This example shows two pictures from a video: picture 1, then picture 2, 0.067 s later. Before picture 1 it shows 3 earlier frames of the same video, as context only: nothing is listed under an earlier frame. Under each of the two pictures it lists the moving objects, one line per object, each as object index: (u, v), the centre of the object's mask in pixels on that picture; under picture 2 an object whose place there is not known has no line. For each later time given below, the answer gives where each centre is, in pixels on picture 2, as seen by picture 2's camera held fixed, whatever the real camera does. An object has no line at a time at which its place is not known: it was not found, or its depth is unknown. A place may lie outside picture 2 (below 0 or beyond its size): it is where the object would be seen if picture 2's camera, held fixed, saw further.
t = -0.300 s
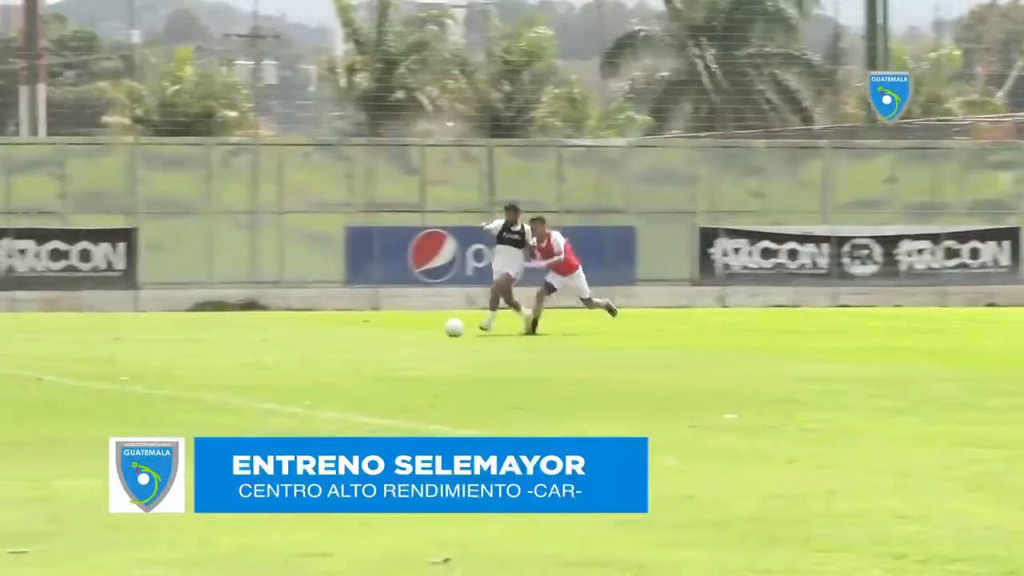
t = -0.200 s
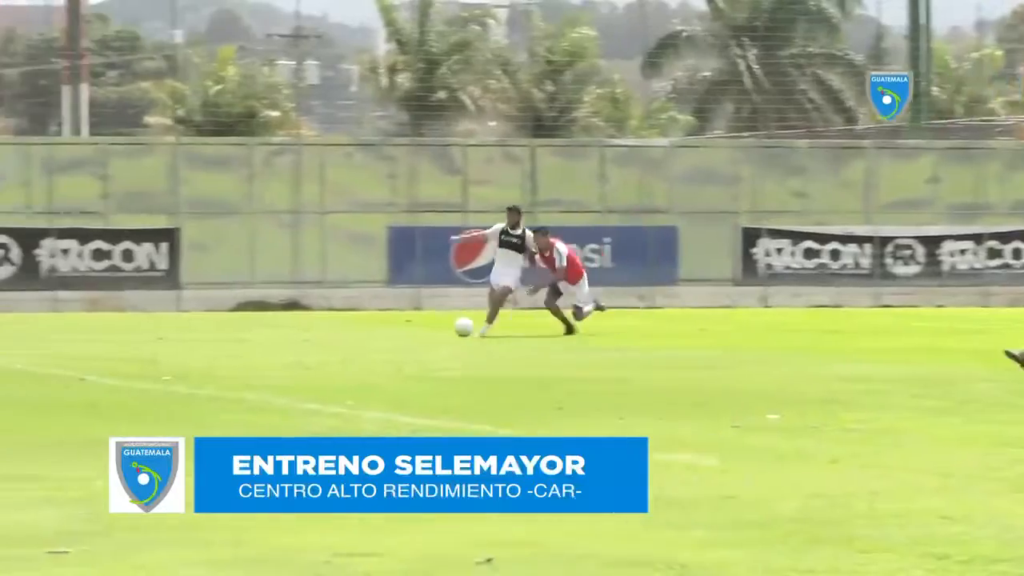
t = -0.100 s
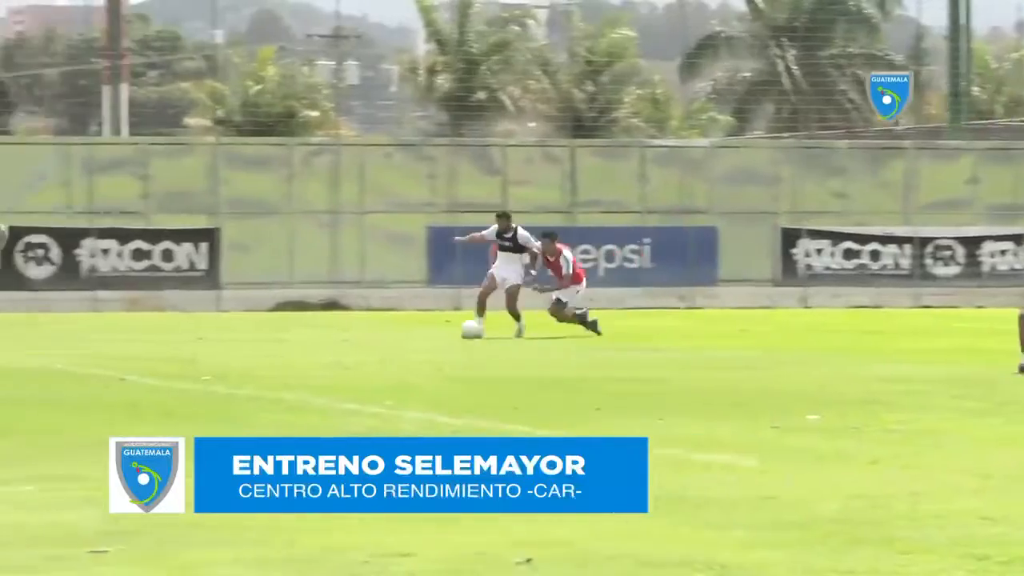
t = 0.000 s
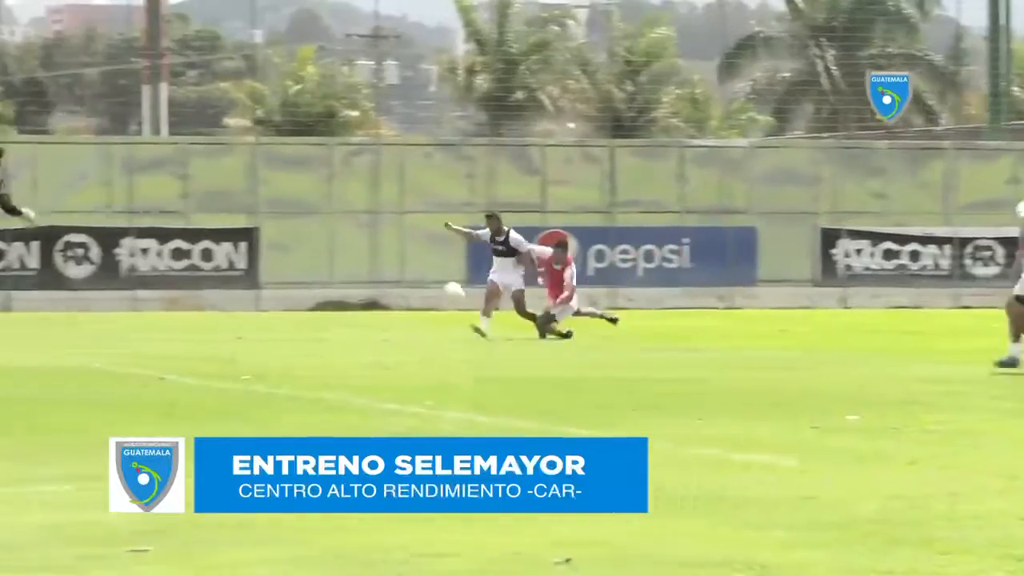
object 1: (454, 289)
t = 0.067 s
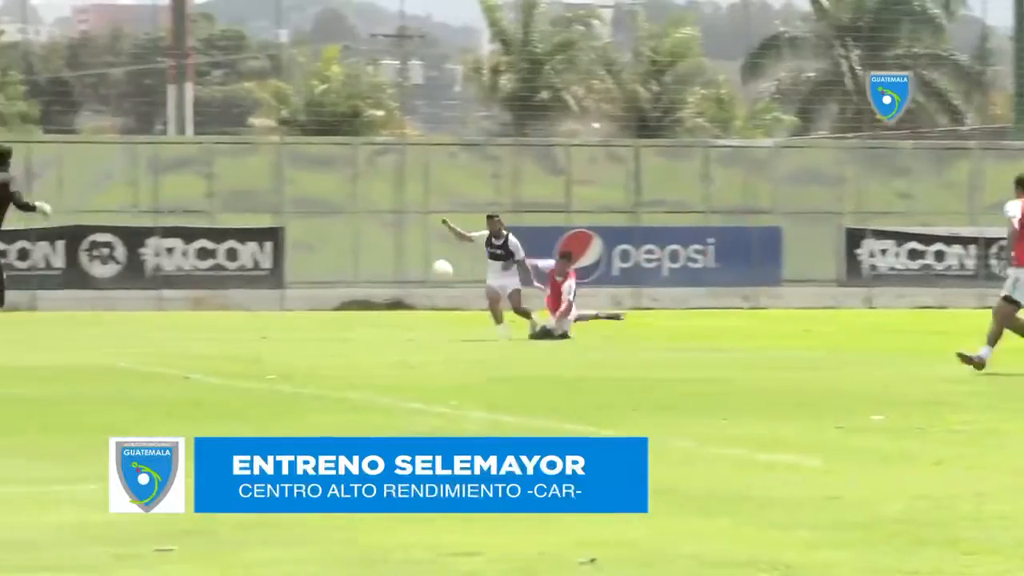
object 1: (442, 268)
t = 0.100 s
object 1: (425, 259)
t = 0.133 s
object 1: (409, 249)
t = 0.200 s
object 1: (378, 233)
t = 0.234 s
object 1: (362, 226)
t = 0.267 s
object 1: (347, 220)
